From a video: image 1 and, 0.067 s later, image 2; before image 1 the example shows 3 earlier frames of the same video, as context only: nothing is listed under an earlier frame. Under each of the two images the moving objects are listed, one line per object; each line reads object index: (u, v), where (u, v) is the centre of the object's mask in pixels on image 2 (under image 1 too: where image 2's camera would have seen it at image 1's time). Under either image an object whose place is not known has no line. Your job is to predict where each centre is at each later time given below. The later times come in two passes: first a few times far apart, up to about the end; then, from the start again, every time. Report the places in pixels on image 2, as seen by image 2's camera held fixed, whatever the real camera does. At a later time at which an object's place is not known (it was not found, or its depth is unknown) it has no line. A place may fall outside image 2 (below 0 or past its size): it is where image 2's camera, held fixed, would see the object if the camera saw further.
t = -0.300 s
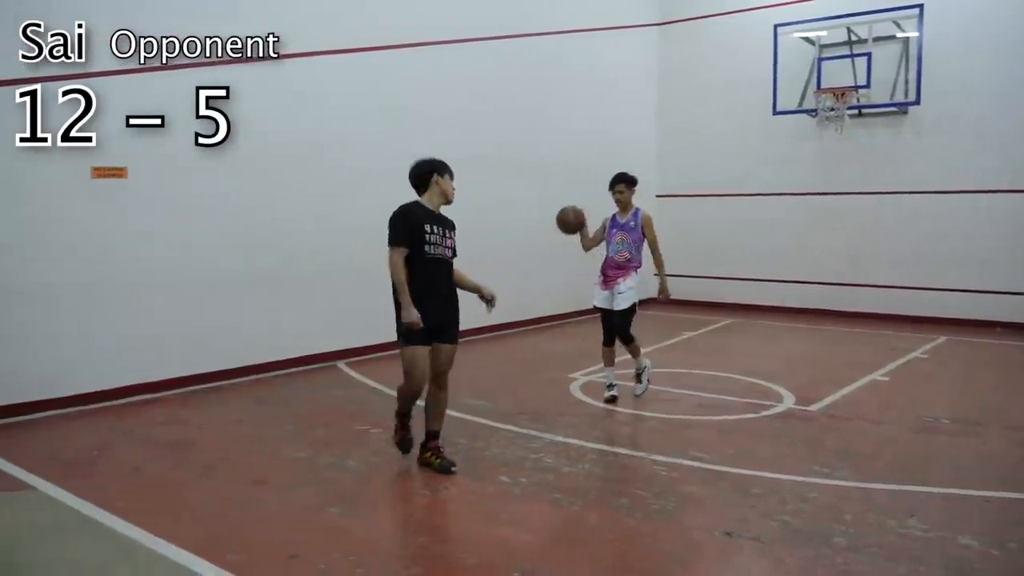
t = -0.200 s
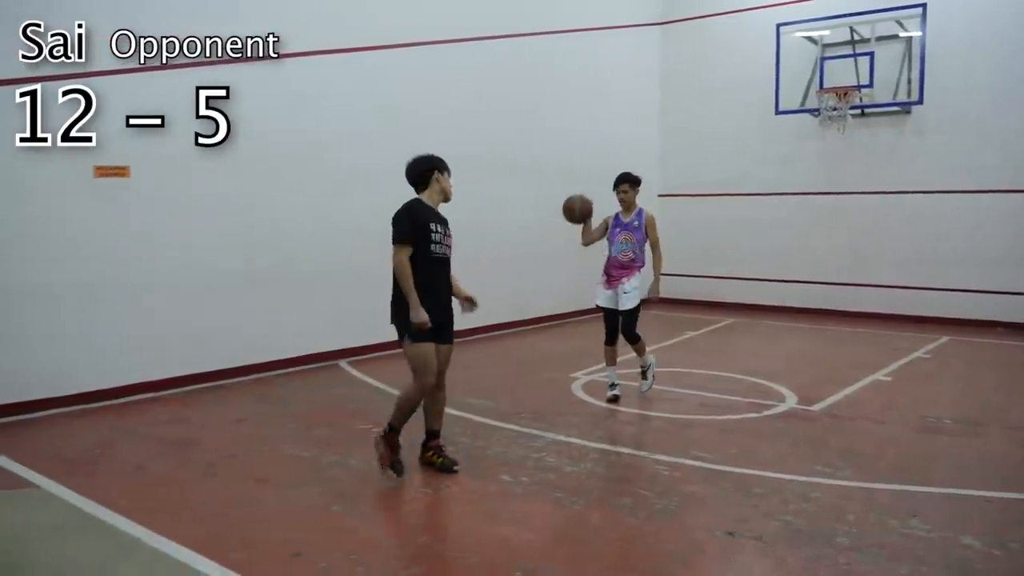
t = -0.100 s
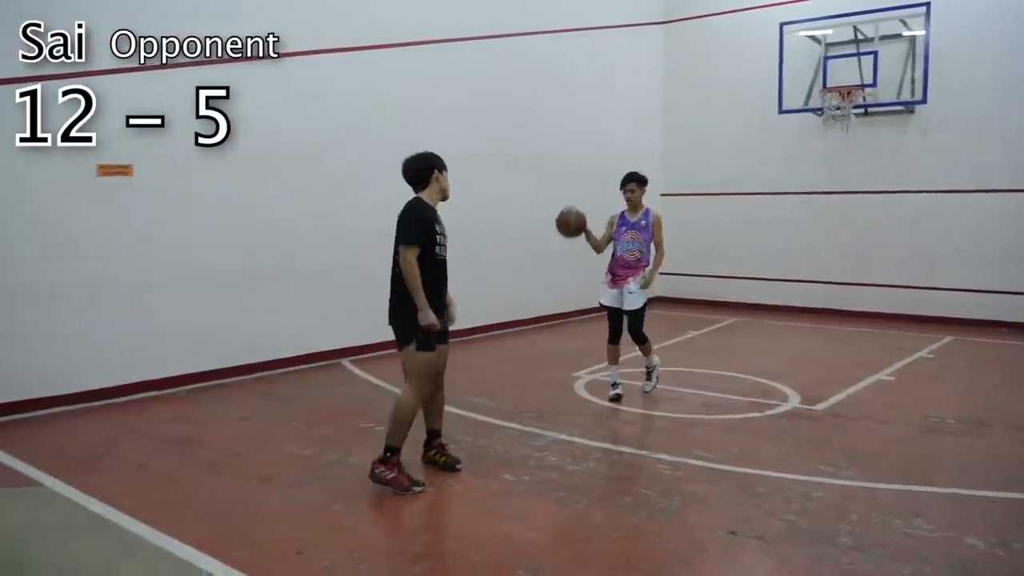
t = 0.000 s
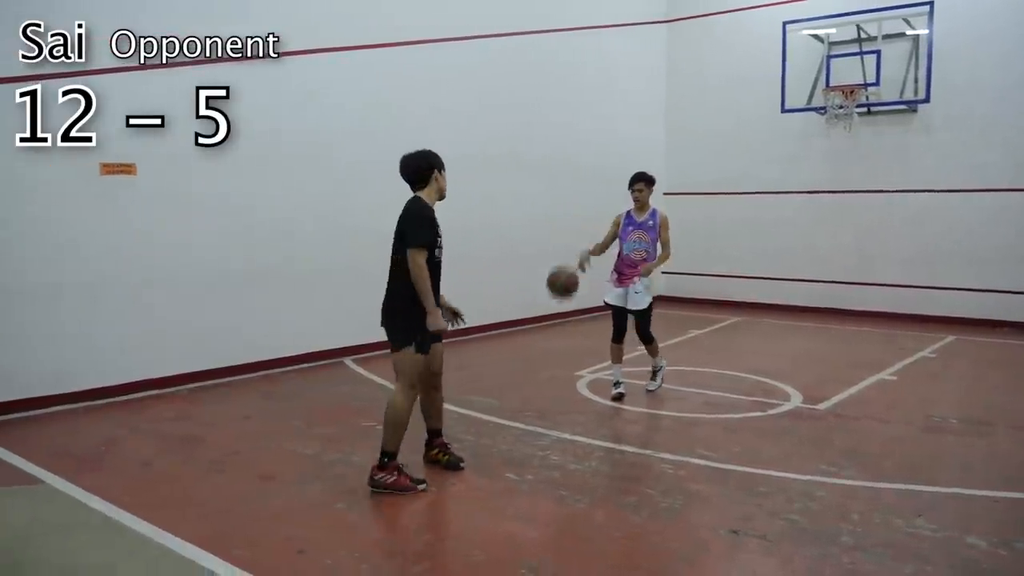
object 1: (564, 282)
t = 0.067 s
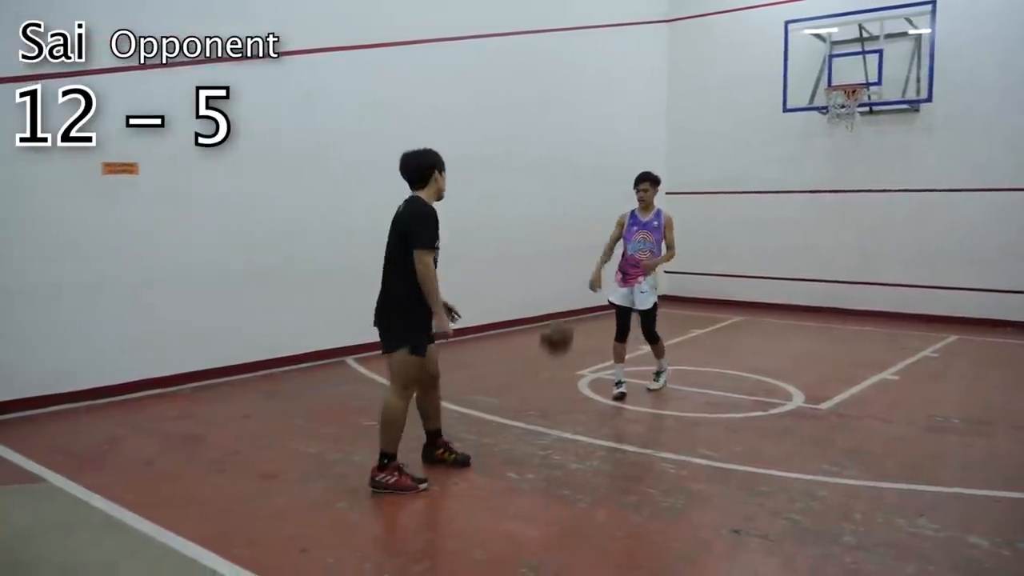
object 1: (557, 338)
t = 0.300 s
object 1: (550, 313)
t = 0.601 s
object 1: (551, 215)
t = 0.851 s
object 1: (552, 240)
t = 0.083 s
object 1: (554, 351)
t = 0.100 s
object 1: (552, 365)
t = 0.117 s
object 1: (550, 383)
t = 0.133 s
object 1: (549, 399)
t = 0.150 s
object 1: (548, 403)
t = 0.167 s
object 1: (548, 392)
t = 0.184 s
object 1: (548, 381)
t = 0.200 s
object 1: (548, 373)
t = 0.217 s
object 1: (548, 361)
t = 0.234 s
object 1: (548, 352)
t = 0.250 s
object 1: (548, 341)
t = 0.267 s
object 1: (549, 332)
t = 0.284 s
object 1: (549, 322)
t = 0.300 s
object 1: (550, 313)
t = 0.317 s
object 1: (550, 304)
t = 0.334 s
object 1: (550, 296)
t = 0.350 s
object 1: (550, 288)
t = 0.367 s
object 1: (551, 281)
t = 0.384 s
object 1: (550, 274)
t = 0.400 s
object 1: (551, 267)
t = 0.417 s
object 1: (551, 261)
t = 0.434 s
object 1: (551, 254)
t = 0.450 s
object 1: (551, 249)
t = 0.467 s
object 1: (551, 244)
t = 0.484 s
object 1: (551, 239)
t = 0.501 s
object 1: (551, 234)
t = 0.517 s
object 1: (551, 230)
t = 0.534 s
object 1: (551, 226)
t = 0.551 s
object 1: (551, 223)
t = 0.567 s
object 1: (552, 220)
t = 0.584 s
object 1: (551, 218)
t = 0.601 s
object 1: (551, 215)
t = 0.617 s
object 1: (551, 214)
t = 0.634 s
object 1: (552, 213)
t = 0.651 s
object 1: (552, 212)
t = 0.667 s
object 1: (552, 211)
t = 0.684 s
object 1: (552, 212)
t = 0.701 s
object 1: (552, 212)
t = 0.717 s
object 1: (552, 213)
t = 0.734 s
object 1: (552, 215)
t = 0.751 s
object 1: (552, 217)
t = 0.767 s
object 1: (552, 219)
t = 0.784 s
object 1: (552, 223)
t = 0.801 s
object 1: (552, 226)
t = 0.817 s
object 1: (552, 230)
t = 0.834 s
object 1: (552, 235)
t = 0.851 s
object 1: (552, 240)
